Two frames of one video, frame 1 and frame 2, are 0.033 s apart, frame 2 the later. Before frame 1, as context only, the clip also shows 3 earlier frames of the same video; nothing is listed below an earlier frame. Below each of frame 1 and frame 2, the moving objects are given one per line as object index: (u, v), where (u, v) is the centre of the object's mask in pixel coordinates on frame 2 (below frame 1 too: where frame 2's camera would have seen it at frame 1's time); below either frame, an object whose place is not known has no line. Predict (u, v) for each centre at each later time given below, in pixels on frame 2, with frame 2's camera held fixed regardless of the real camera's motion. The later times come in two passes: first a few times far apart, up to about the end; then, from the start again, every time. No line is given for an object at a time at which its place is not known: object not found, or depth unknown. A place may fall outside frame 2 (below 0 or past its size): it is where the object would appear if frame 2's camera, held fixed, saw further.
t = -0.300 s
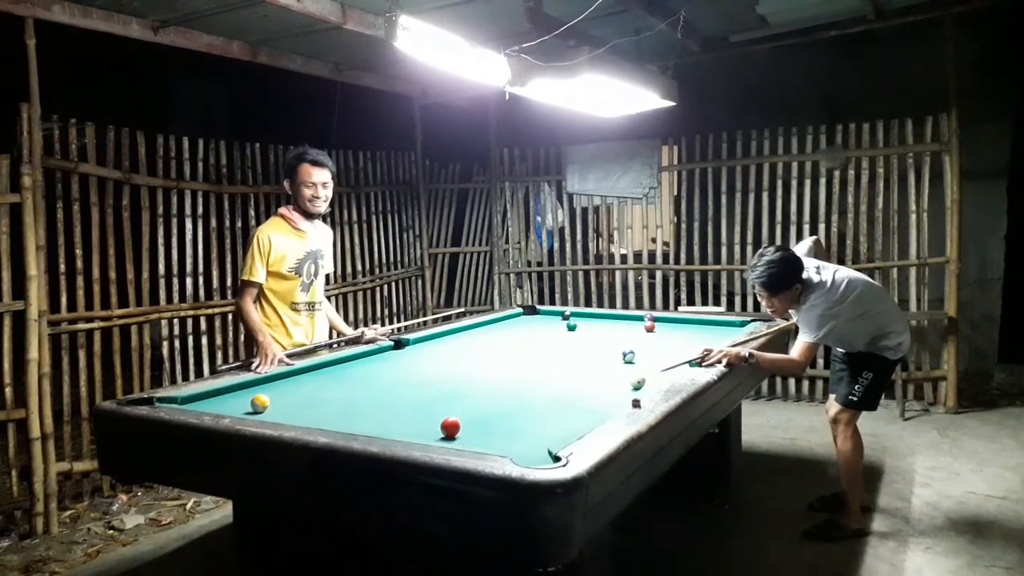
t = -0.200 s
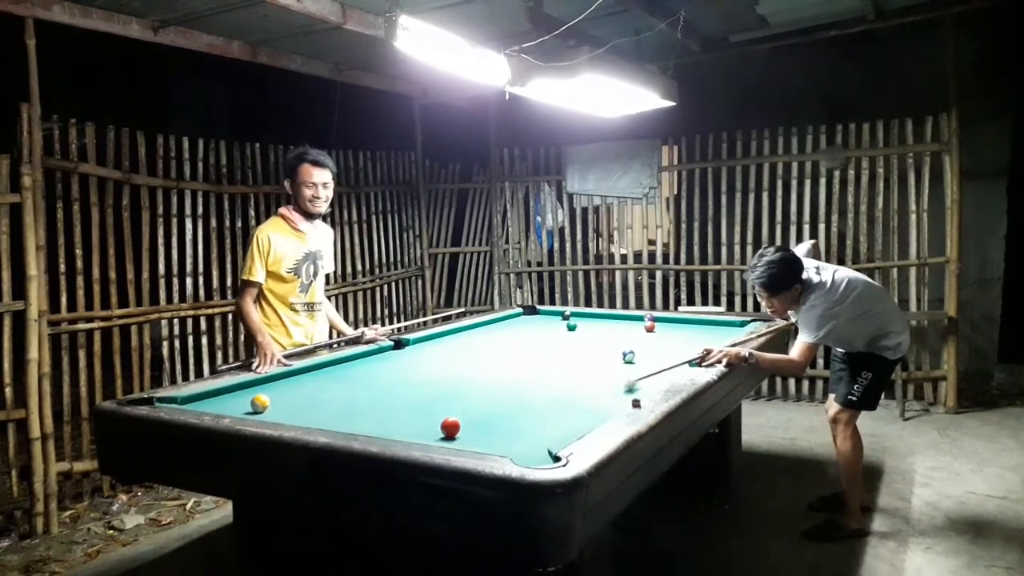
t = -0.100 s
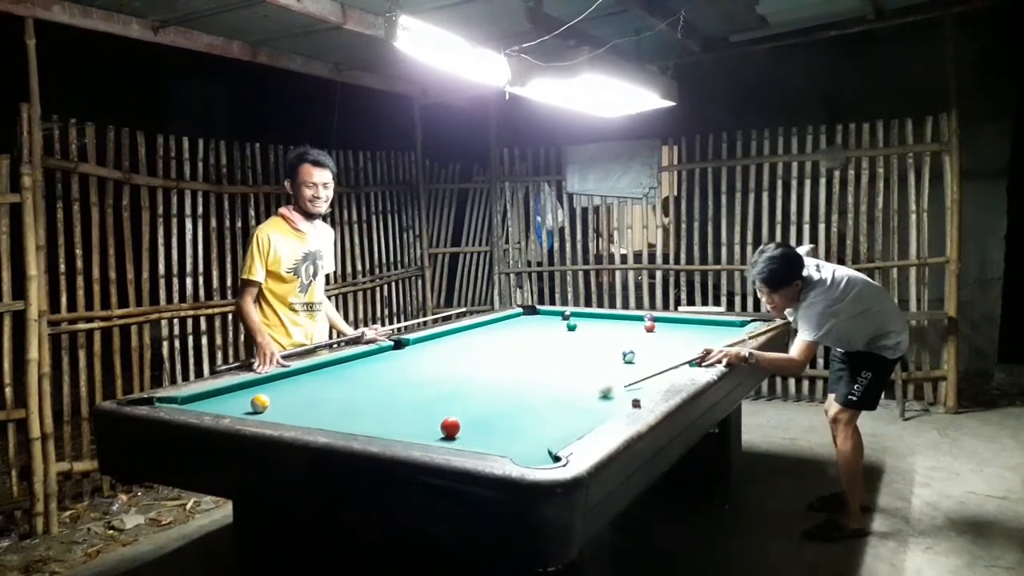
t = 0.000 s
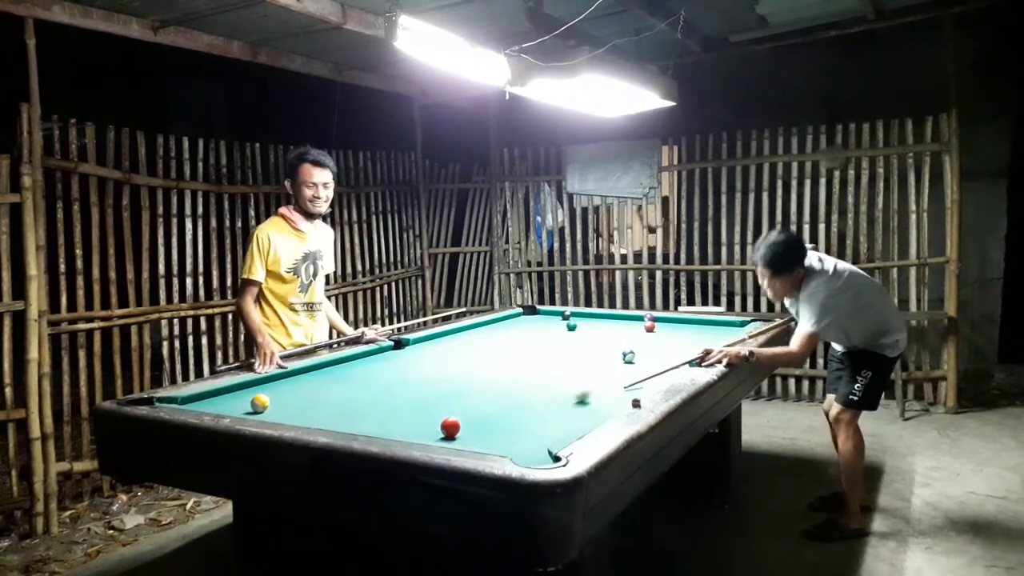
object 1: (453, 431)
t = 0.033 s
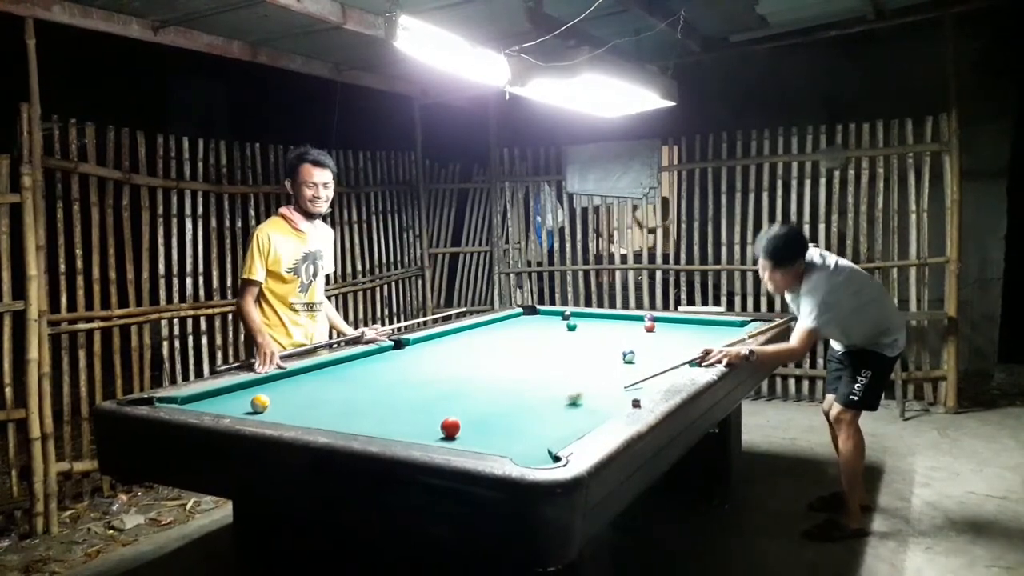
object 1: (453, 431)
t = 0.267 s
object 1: (453, 431)
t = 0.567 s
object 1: (449, 435)
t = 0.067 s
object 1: (453, 431)
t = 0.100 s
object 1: (453, 431)
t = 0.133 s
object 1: (453, 431)
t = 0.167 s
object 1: (453, 431)
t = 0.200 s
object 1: (453, 431)
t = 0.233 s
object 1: (453, 431)
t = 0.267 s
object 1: (453, 431)
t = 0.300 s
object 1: (453, 431)
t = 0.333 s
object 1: (453, 431)
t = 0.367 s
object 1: (453, 431)
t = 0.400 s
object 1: (453, 432)
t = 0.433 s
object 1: (453, 432)
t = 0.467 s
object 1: (453, 432)
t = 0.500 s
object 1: (451, 432)
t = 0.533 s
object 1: (450, 433)
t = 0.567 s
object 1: (449, 435)
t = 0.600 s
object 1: (448, 437)
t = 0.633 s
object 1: (445, 436)
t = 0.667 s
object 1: (444, 436)
